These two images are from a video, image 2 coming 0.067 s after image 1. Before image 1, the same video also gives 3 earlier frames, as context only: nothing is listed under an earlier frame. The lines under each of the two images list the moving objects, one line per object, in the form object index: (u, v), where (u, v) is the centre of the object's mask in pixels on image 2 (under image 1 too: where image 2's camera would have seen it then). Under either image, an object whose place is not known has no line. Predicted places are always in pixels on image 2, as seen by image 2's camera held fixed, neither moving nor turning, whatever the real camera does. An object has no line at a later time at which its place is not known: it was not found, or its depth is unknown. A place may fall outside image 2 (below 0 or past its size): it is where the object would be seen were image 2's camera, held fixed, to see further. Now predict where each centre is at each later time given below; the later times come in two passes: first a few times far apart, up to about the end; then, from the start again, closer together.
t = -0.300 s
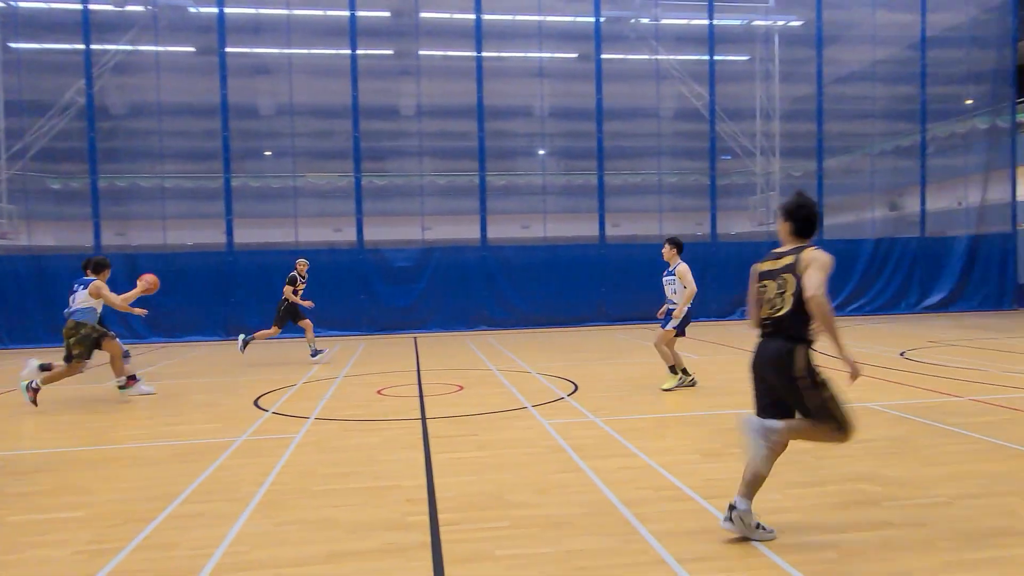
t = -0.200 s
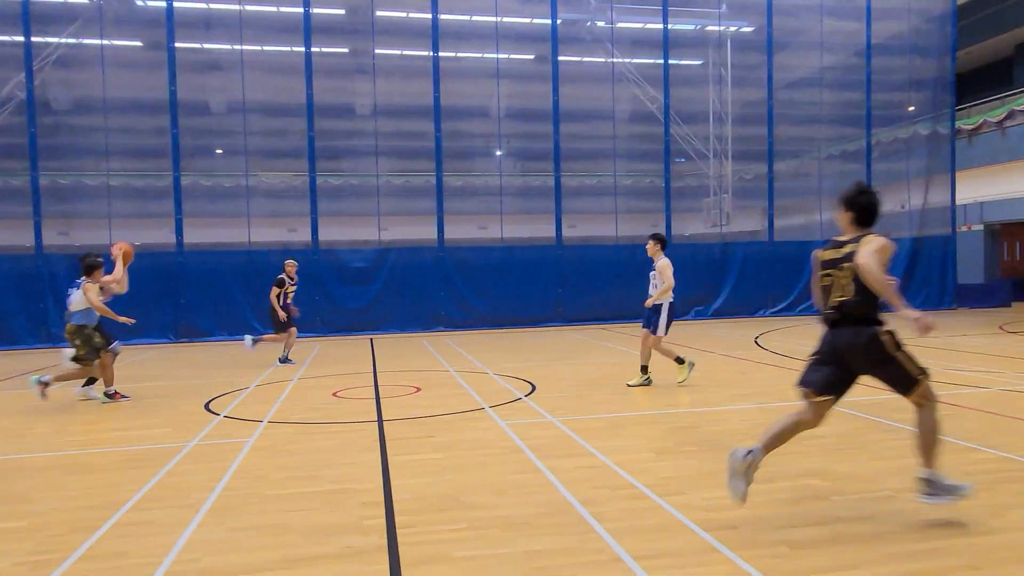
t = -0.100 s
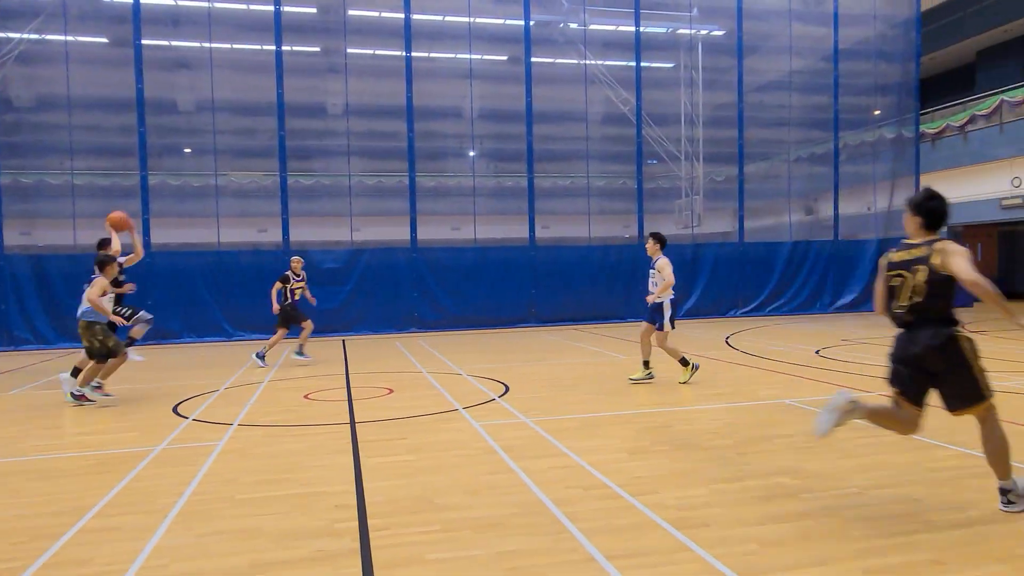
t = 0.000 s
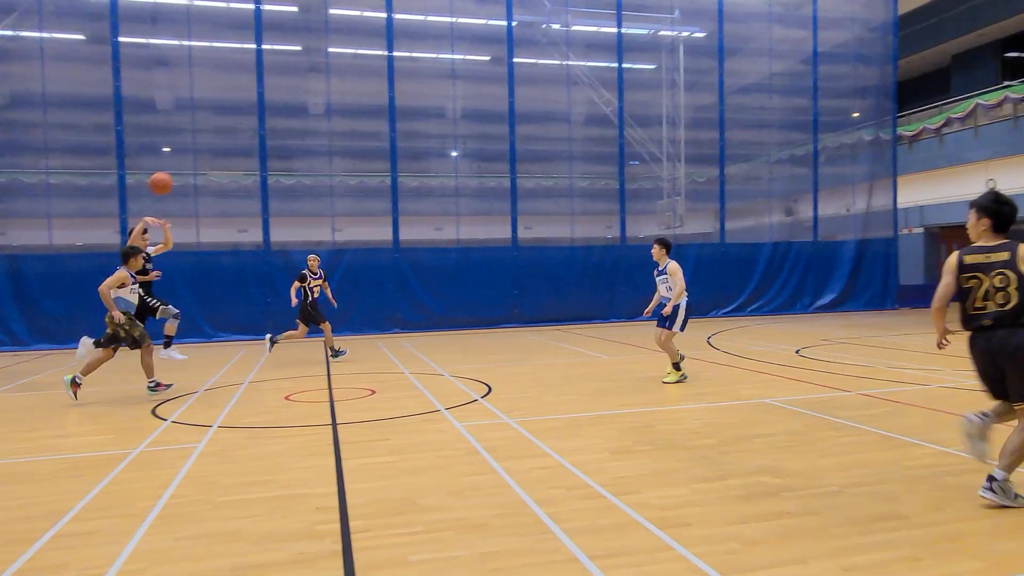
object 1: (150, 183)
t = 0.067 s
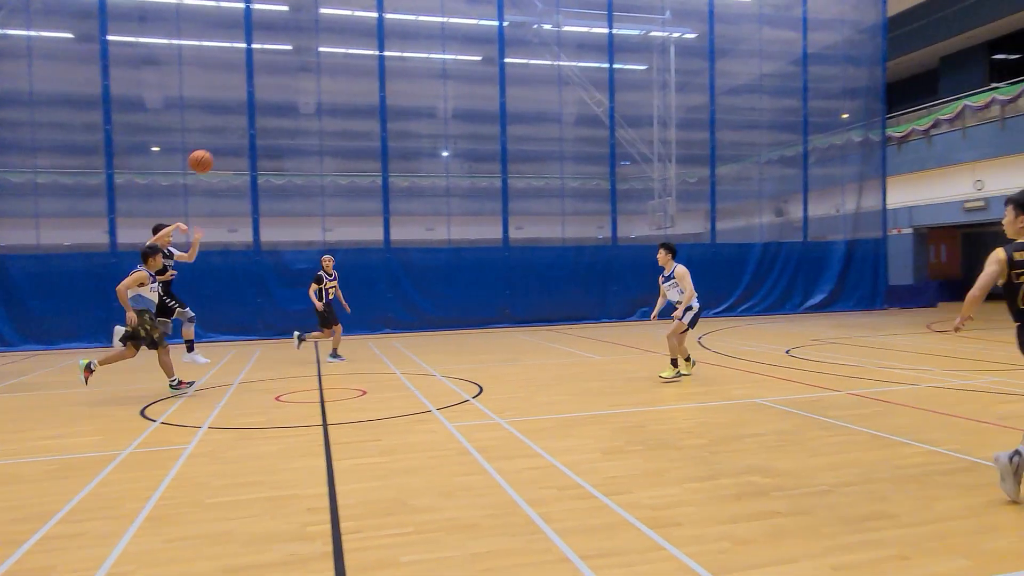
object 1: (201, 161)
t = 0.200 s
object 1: (309, 126)
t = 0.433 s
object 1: (530, 97)
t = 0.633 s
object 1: (758, 114)
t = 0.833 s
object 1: (1039, 183)
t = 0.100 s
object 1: (227, 150)
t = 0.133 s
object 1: (254, 142)
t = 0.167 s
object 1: (281, 133)
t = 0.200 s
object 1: (309, 126)
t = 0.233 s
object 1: (339, 119)
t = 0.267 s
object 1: (368, 113)
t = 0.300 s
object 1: (399, 107)
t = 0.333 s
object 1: (430, 104)
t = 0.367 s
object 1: (463, 100)
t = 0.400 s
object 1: (496, 98)
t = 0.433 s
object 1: (530, 97)
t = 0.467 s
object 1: (565, 97)
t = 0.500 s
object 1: (601, 98)
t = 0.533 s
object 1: (638, 100)
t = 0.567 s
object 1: (677, 103)
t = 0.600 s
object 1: (717, 108)
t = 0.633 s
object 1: (758, 114)
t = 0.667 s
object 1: (800, 121)
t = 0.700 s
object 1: (845, 130)
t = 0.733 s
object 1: (890, 141)
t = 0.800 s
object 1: (986, 167)
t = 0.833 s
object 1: (1039, 183)
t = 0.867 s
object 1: (1090, 201)
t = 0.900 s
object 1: (1146, 221)
